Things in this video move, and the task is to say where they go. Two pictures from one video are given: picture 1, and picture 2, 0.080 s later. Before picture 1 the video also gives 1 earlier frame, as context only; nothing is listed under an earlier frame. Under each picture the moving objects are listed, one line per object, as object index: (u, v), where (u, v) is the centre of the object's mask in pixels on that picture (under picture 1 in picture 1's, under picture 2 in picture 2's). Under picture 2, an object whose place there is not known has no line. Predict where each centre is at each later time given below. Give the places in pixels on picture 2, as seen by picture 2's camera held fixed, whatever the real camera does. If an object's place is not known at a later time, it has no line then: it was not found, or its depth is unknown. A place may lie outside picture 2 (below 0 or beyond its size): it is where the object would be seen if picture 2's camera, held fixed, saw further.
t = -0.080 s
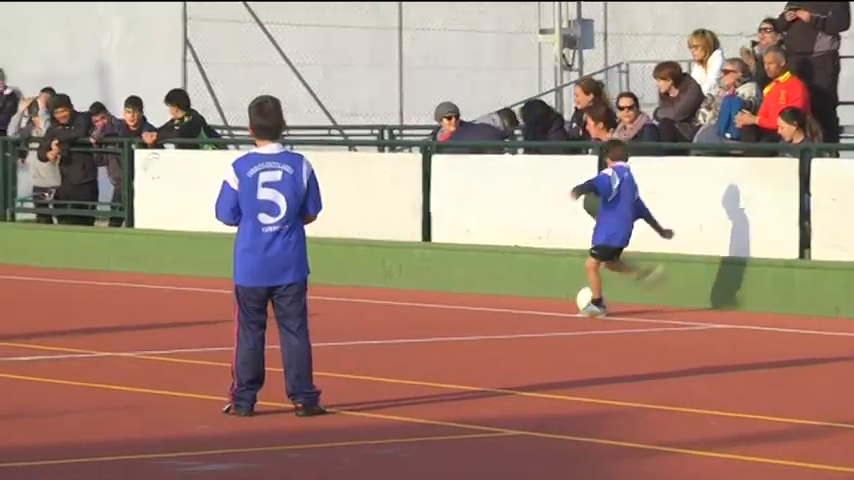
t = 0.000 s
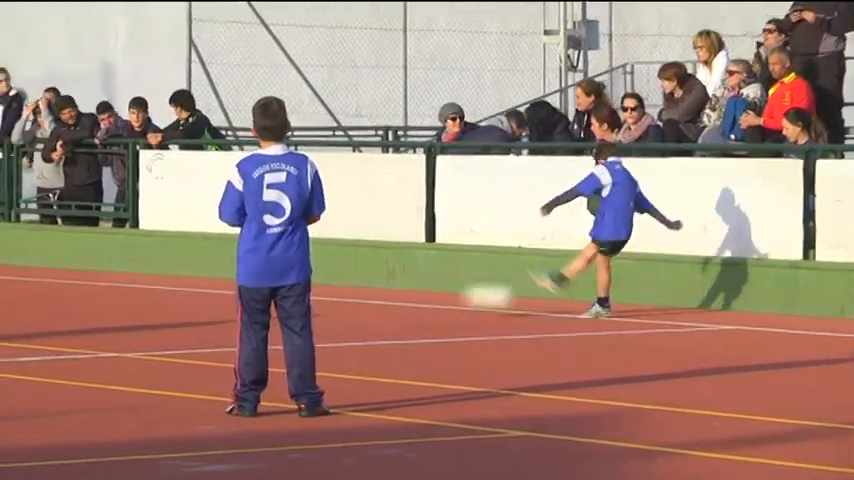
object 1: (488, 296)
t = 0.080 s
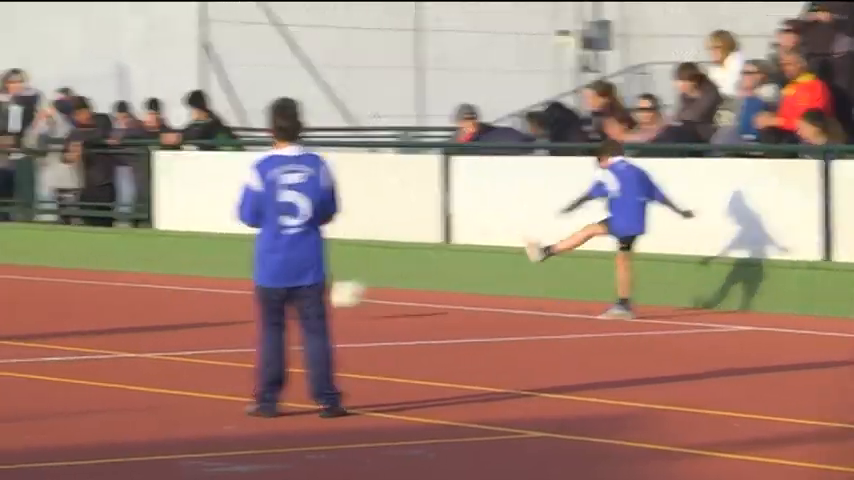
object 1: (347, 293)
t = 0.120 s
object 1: (251, 297)
